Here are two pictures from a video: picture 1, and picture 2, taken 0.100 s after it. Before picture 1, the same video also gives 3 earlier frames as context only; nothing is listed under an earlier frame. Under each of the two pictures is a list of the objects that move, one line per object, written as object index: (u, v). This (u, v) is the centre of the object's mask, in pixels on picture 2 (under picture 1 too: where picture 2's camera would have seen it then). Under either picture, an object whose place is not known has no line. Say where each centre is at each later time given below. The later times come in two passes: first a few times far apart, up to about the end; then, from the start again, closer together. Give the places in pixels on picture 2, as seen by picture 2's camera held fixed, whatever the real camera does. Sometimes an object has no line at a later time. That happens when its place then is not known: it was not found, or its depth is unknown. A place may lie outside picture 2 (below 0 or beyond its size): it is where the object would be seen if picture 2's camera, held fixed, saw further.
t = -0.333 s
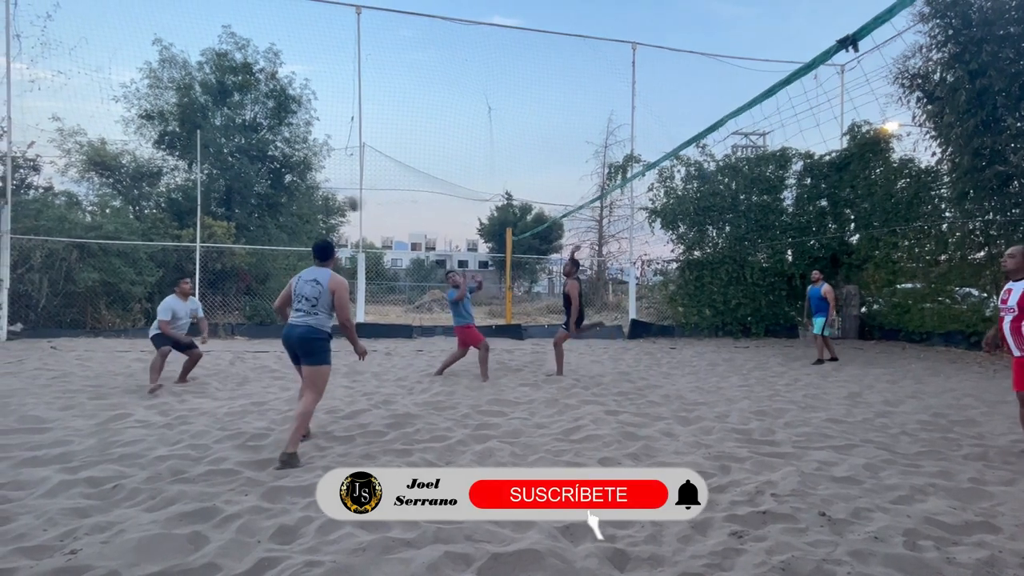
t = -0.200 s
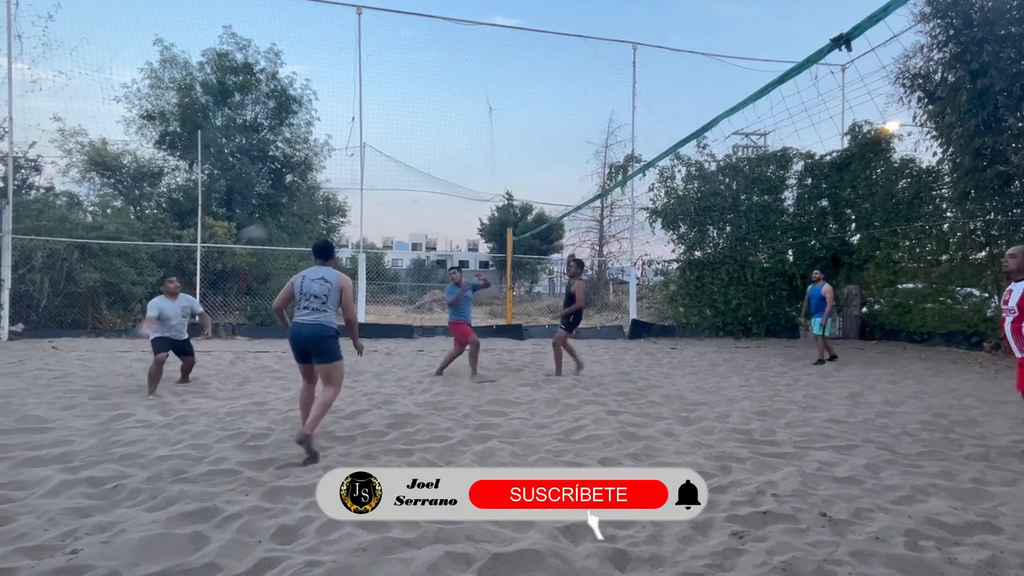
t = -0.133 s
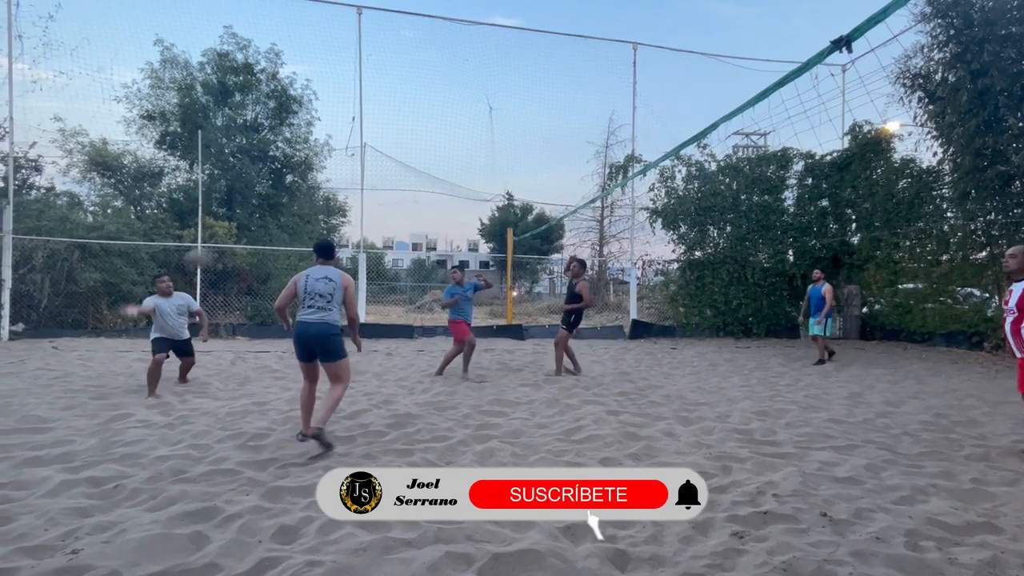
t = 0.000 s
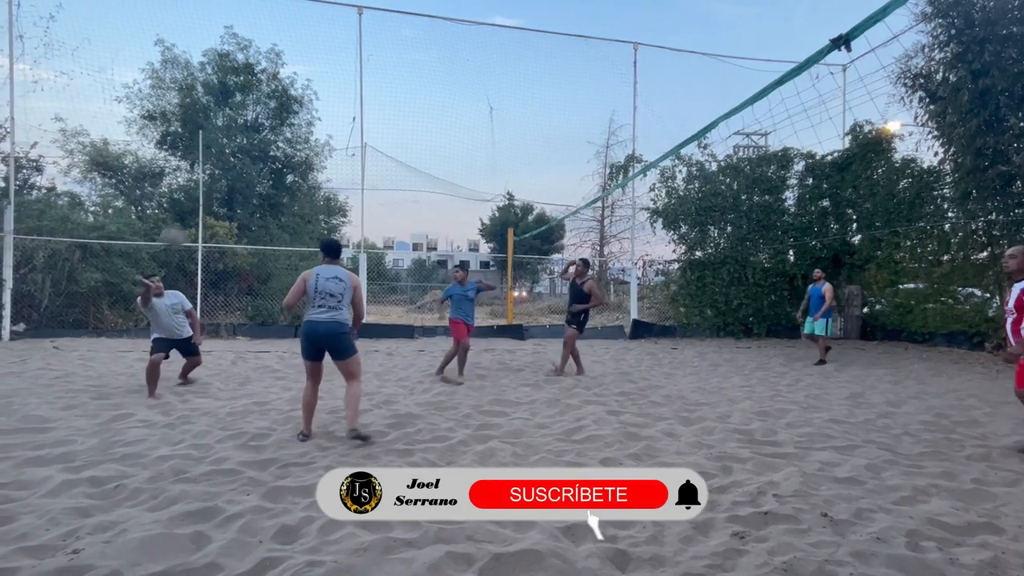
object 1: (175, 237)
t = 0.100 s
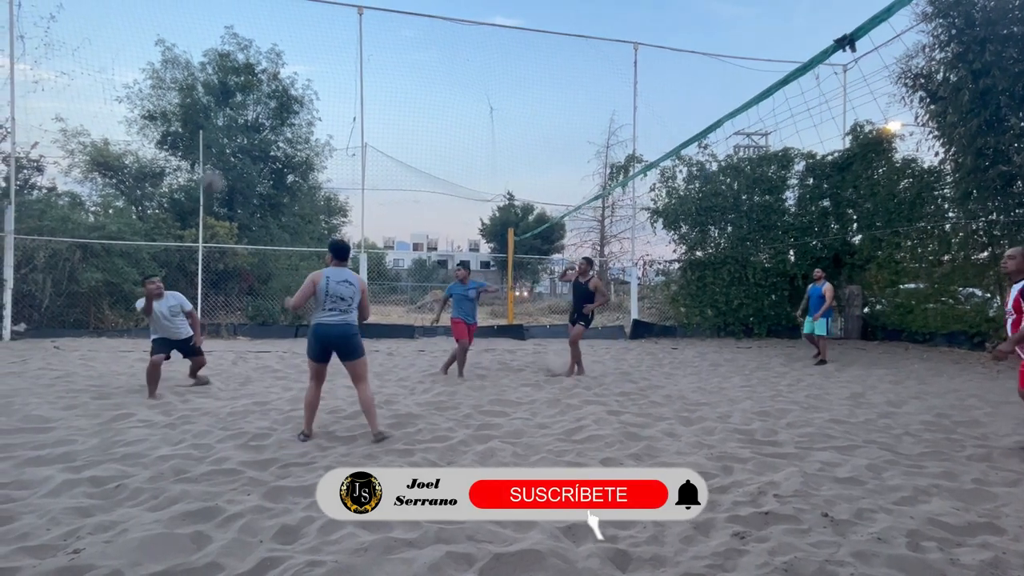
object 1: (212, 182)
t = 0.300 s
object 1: (288, 93)
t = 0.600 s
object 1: (416, 24)
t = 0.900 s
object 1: (566, 57)
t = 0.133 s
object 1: (223, 165)
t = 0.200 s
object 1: (249, 134)
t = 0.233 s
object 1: (261, 121)
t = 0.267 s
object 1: (275, 105)
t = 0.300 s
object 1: (288, 93)
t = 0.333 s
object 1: (302, 80)
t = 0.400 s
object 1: (329, 60)
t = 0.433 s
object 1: (343, 51)
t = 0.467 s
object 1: (357, 44)
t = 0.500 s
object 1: (372, 37)
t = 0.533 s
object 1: (386, 31)
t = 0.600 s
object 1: (416, 24)
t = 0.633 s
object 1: (433, 22)
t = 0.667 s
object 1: (448, 22)
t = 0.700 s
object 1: (464, 23)
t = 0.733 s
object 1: (480, 24)
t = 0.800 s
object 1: (513, 33)
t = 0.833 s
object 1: (530, 40)
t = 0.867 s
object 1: (548, 48)
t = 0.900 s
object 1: (566, 57)
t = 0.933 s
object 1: (584, 68)
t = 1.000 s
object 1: (620, 96)
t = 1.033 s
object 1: (639, 113)
